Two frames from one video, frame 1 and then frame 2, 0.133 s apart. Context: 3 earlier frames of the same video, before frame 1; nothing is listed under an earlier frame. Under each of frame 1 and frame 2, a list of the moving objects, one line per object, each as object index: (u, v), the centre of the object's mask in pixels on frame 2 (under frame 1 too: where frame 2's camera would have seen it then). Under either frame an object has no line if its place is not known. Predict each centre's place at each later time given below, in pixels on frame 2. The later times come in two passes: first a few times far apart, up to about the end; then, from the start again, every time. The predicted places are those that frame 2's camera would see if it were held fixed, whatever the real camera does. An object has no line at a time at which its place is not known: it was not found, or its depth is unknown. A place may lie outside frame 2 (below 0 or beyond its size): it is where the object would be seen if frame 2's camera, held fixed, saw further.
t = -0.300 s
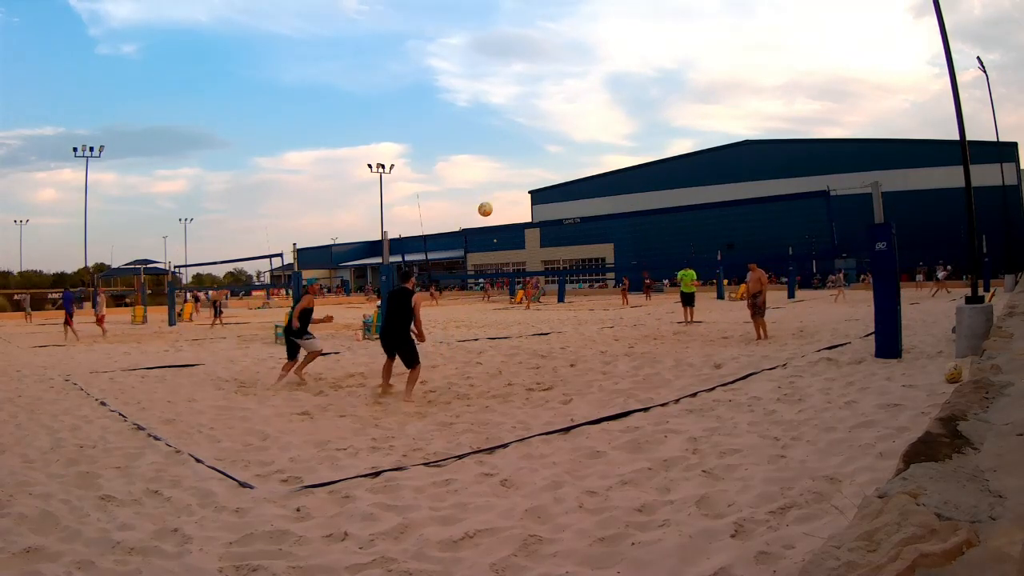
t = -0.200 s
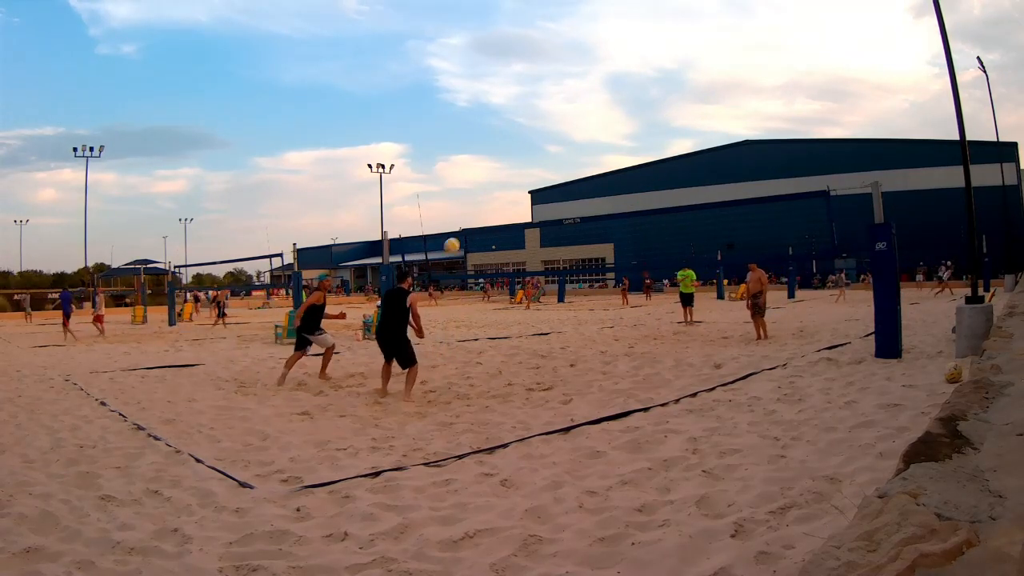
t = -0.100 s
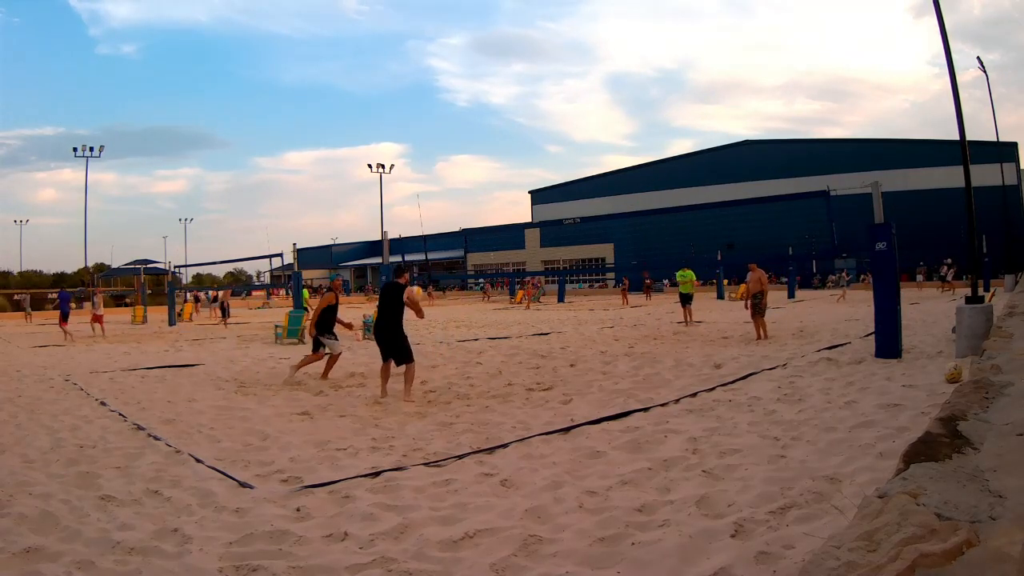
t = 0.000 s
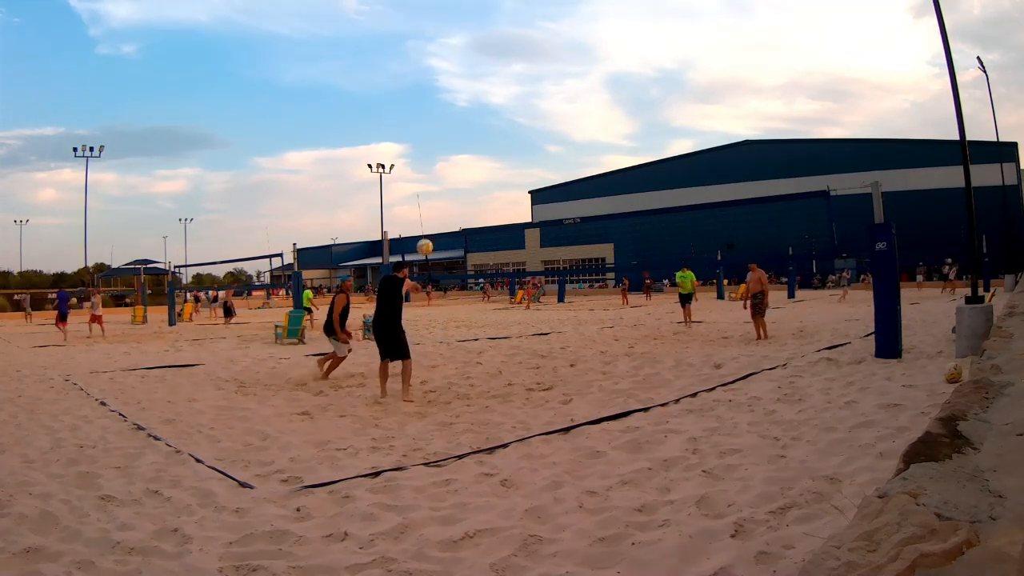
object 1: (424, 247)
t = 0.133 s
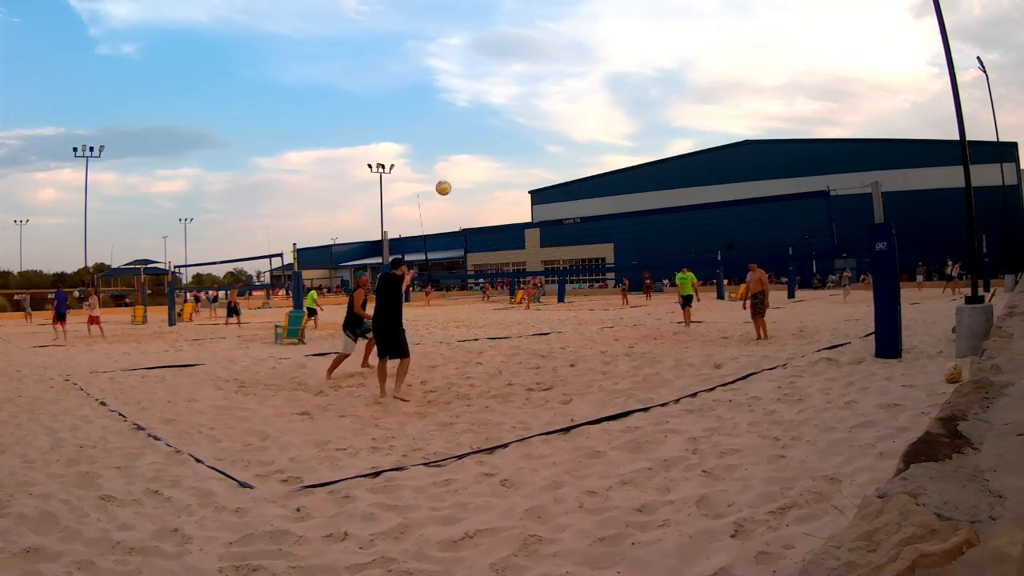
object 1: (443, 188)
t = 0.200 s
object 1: (452, 165)
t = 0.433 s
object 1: (484, 114)
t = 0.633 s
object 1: (509, 102)
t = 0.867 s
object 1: (538, 117)
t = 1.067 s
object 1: (562, 154)
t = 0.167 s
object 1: (448, 176)
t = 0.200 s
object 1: (452, 165)
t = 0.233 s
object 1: (457, 155)
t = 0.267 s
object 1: (462, 146)
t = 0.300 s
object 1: (466, 138)
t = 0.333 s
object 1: (471, 131)
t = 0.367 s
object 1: (475, 124)
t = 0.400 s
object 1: (480, 119)
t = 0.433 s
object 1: (484, 114)
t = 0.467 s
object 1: (488, 111)
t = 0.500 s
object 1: (493, 107)
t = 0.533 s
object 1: (497, 105)
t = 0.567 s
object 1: (501, 103)
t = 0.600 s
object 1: (505, 102)
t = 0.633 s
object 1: (509, 102)
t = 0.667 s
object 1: (514, 102)
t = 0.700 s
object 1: (518, 103)
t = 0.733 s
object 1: (522, 104)
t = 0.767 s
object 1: (526, 107)
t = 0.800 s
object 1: (530, 109)
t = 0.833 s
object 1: (534, 113)
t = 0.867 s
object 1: (538, 117)
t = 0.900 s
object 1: (542, 122)
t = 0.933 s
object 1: (546, 127)
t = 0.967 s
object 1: (550, 133)
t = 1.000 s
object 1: (554, 139)
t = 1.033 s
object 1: (558, 146)
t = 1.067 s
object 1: (562, 154)
